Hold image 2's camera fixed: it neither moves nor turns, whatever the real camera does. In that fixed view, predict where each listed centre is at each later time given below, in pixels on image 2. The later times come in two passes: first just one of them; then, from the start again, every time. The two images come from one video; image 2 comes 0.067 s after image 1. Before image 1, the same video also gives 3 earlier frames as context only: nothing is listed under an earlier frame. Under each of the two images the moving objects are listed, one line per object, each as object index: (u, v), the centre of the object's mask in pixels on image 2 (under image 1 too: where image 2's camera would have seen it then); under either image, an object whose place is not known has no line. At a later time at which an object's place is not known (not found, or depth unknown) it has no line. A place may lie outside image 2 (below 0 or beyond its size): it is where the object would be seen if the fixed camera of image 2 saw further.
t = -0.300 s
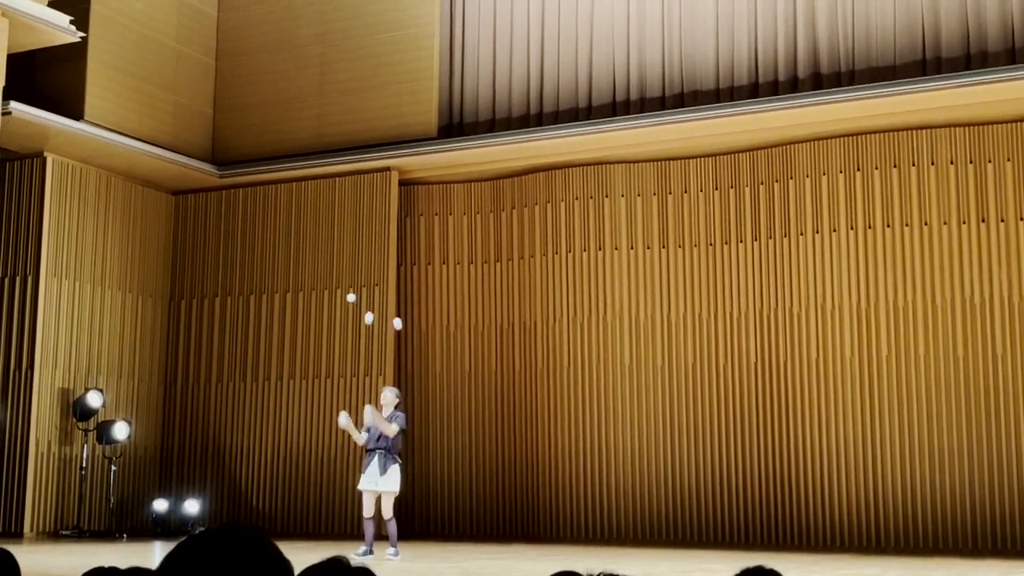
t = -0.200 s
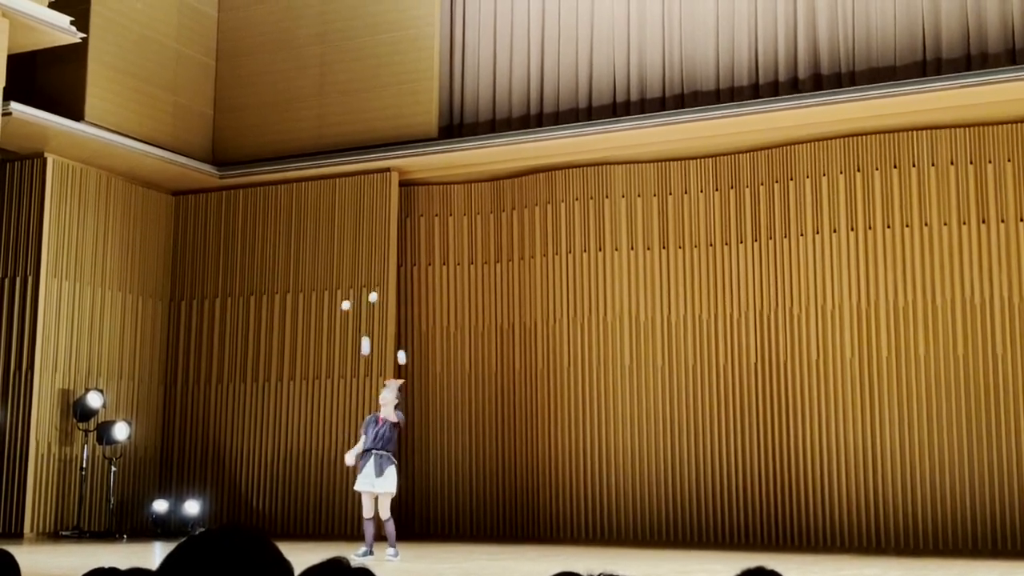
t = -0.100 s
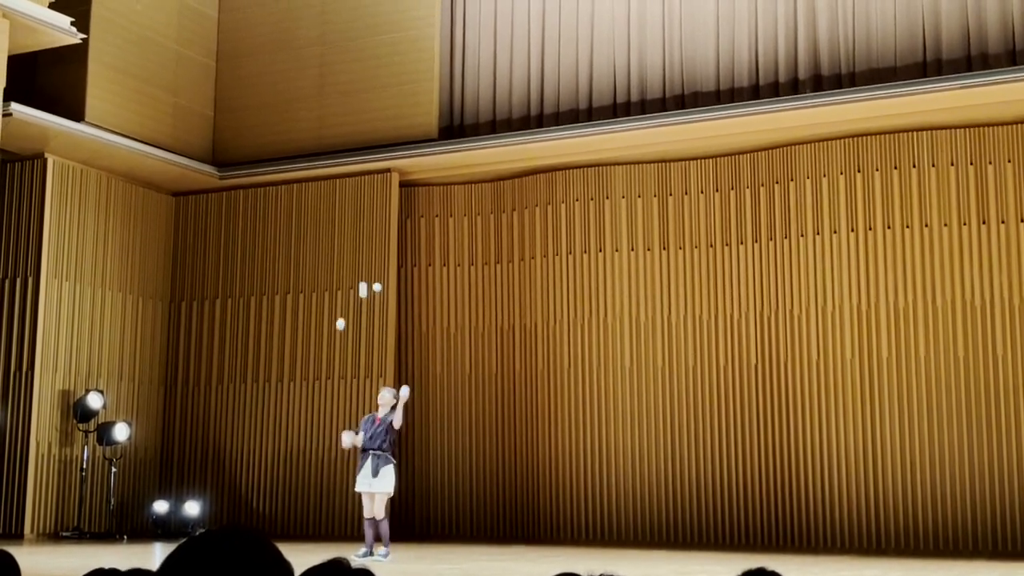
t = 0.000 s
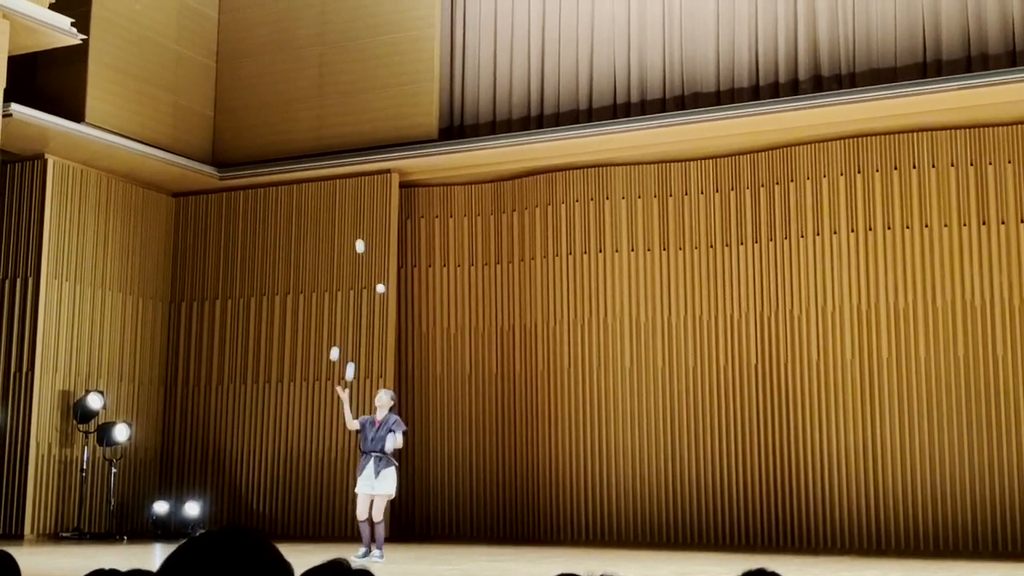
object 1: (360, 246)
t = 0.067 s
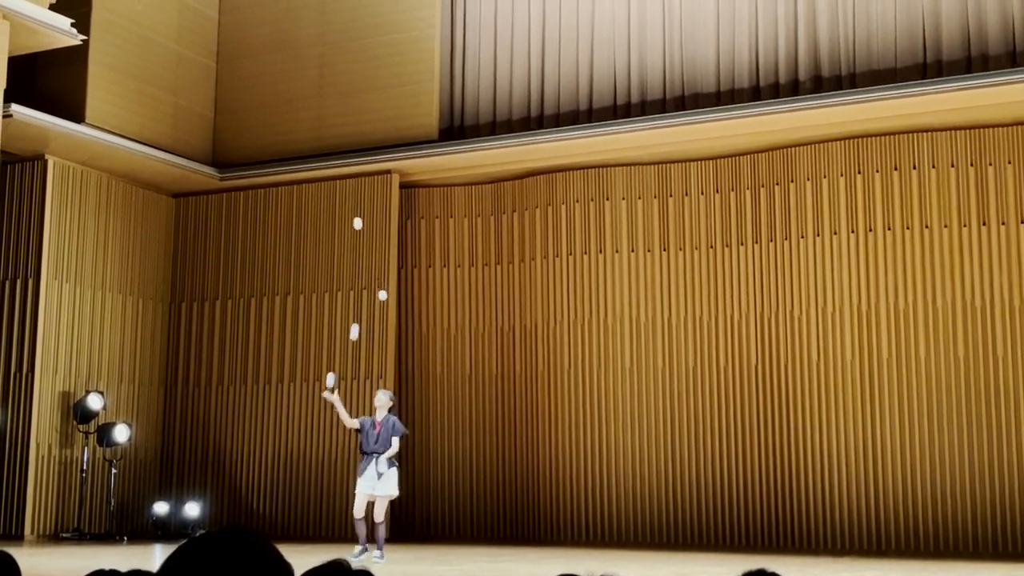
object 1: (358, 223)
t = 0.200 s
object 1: (352, 192)
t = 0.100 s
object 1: (356, 214)
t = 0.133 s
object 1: (355, 205)
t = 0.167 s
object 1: (354, 198)
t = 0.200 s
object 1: (352, 192)
